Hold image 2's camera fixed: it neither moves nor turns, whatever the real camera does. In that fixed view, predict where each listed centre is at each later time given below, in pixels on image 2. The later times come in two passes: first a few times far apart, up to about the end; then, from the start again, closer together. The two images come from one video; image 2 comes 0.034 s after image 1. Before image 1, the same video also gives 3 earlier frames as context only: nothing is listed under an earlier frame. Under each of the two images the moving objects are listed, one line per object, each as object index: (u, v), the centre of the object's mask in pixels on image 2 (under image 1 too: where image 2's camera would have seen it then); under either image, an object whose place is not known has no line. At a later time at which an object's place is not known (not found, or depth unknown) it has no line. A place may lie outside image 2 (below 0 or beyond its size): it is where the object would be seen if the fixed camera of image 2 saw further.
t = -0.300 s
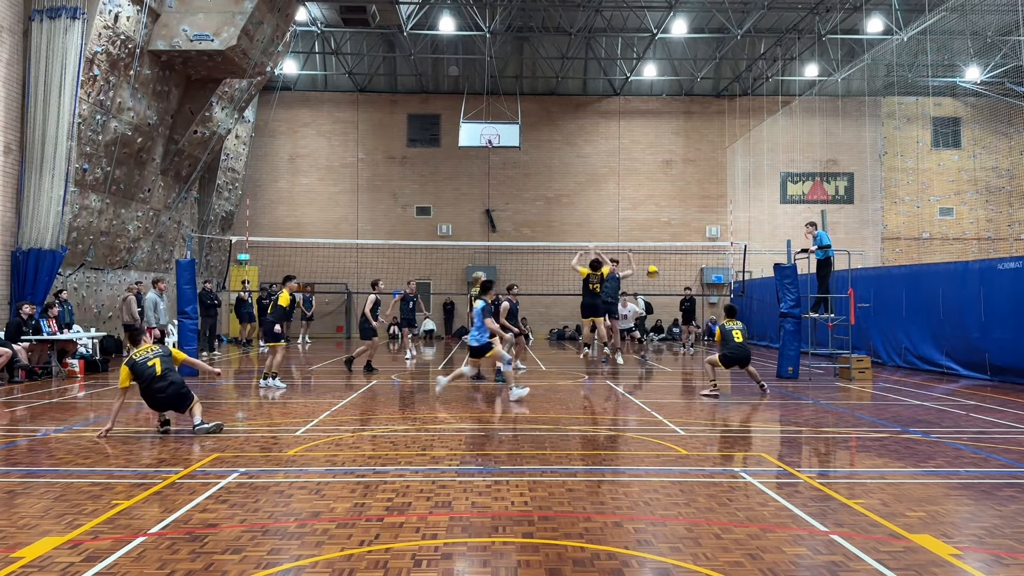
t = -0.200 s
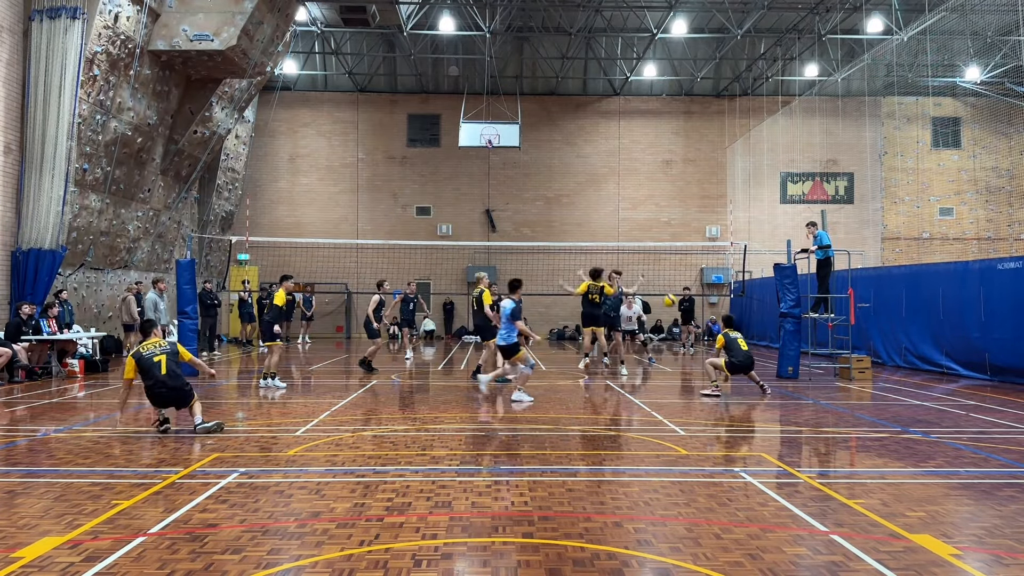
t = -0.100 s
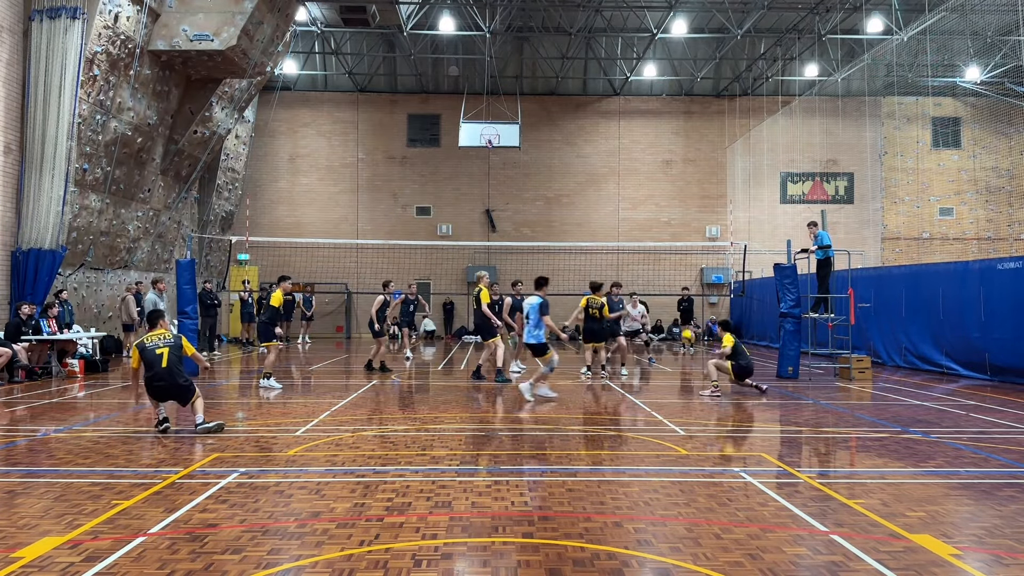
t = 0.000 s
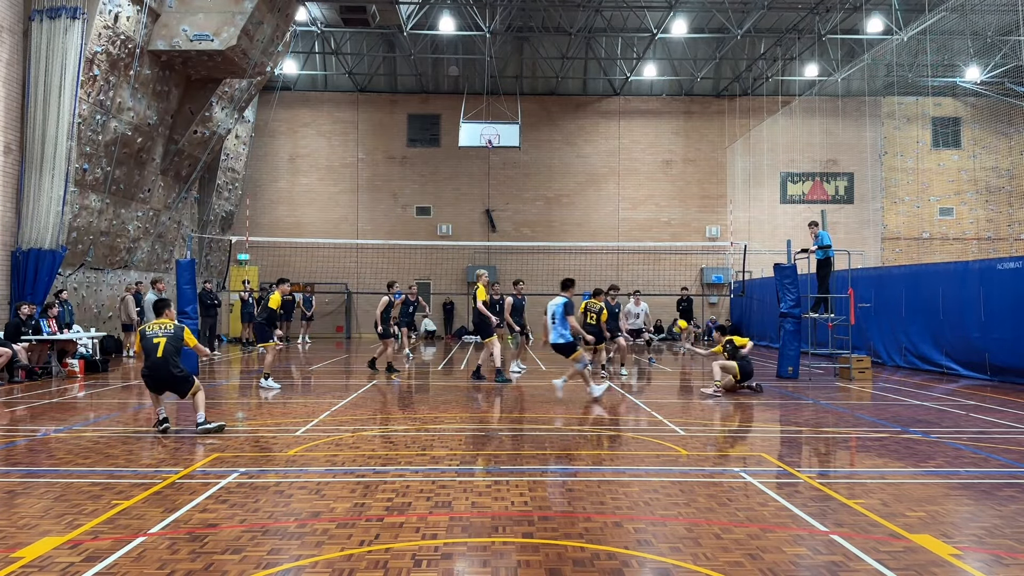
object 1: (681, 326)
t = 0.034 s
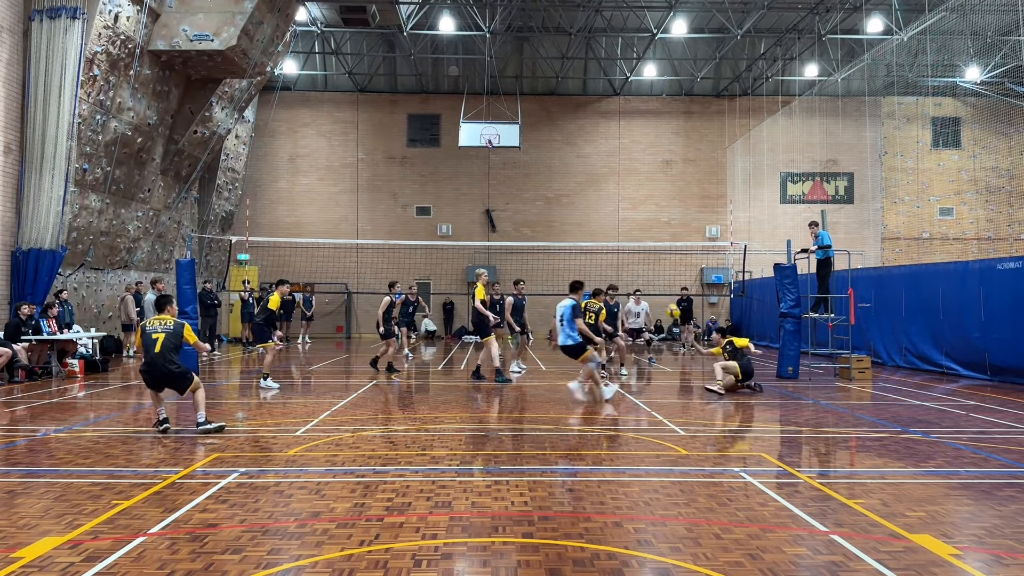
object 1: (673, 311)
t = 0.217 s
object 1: (626, 240)
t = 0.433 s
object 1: (571, 181)
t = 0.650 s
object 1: (516, 152)
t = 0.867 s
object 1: (460, 153)
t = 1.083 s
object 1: (402, 185)
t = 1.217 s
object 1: (366, 223)
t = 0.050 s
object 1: (668, 303)
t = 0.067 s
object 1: (664, 297)
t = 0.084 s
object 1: (660, 290)
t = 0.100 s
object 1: (655, 283)
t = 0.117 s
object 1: (652, 277)
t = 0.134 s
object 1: (647, 270)
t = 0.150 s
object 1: (643, 264)
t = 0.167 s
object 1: (639, 258)
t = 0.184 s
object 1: (634, 252)
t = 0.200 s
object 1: (630, 245)
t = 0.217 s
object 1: (626, 240)
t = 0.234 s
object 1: (622, 235)
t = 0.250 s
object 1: (617, 229)
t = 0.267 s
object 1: (613, 224)
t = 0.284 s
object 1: (609, 219)
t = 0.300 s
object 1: (605, 214)
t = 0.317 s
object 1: (601, 209)
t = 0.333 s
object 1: (597, 205)
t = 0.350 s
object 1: (592, 200)
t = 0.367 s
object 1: (588, 196)
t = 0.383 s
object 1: (584, 192)
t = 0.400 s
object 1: (580, 189)
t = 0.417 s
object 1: (575, 184)
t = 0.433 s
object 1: (571, 181)
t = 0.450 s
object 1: (567, 178)
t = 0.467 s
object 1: (563, 174)
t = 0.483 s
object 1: (559, 172)
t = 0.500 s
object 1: (555, 169)
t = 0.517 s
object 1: (550, 166)
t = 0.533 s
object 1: (546, 164)
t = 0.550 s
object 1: (542, 161)
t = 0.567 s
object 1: (537, 159)
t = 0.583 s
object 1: (533, 157)
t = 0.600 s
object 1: (529, 156)
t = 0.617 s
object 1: (525, 154)
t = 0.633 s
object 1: (521, 153)
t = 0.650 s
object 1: (516, 152)
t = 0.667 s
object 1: (513, 151)
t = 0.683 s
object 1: (508, 150)
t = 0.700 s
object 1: (503, 150)
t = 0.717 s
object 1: (499, 148)
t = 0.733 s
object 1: (494, 149)
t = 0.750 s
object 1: (491, 148)
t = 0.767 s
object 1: (487, 148)
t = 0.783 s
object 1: (483, 148)
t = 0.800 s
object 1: (478, 149)
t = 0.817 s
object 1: (473, 150)
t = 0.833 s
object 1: (468, 150)
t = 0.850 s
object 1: (464, 152)
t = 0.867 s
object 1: (460, 153)
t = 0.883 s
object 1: (455, 154)
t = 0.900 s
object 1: (452, 155)
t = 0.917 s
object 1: (447, 157)
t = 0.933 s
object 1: (443, 159)
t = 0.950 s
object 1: (438, 161)
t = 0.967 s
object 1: (434, 163)
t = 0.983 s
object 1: (429, 165)
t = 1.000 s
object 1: (425, 169)
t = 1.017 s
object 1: (420, 172)
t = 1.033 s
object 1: (416, 175)
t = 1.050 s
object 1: (411, 178)
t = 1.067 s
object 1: (408, 182)
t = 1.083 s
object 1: (402, 185)
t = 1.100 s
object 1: (398, 189)
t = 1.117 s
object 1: (394, 194)
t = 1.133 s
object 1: (389, 198)
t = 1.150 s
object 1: (384, 203)
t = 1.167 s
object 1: (380, 207)
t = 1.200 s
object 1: (371, 217)
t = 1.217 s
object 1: (366, 223)
